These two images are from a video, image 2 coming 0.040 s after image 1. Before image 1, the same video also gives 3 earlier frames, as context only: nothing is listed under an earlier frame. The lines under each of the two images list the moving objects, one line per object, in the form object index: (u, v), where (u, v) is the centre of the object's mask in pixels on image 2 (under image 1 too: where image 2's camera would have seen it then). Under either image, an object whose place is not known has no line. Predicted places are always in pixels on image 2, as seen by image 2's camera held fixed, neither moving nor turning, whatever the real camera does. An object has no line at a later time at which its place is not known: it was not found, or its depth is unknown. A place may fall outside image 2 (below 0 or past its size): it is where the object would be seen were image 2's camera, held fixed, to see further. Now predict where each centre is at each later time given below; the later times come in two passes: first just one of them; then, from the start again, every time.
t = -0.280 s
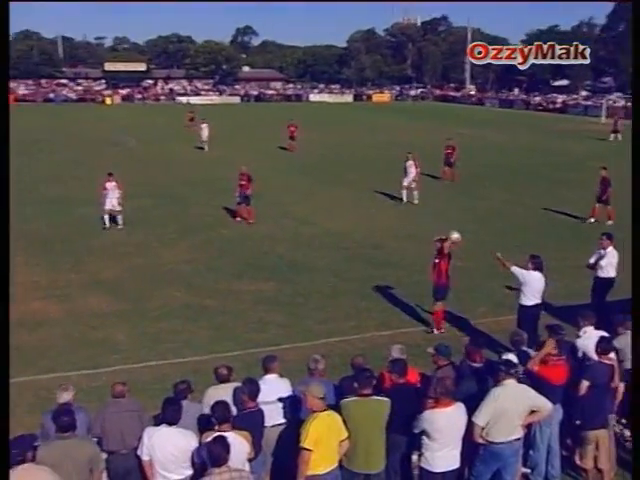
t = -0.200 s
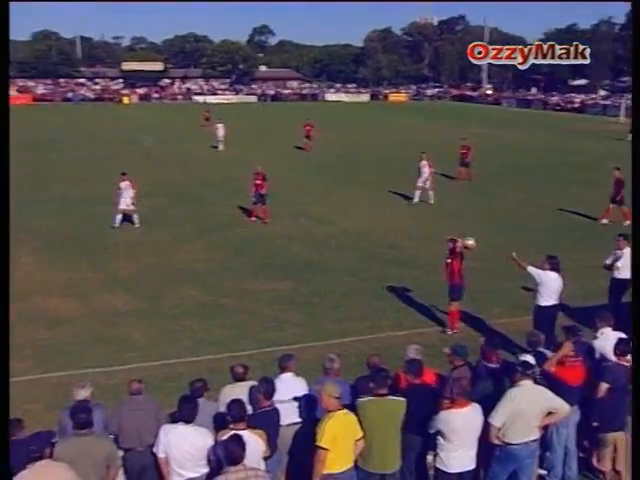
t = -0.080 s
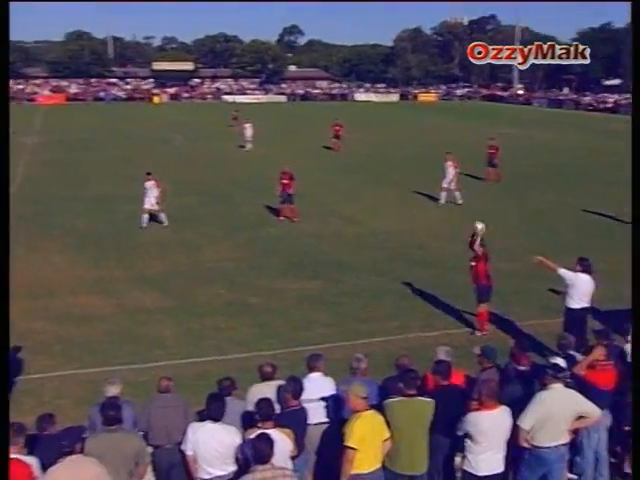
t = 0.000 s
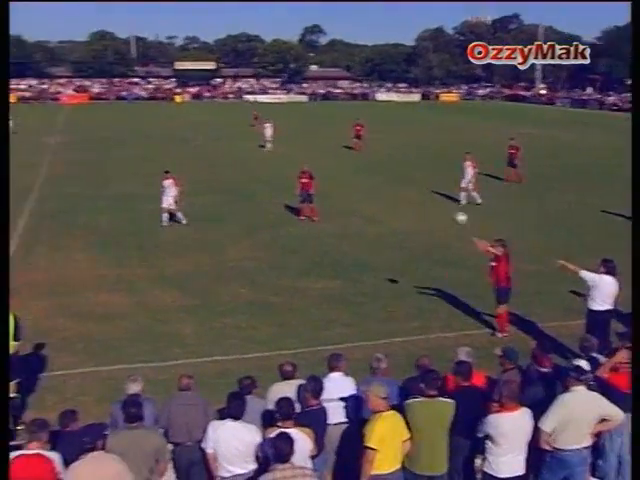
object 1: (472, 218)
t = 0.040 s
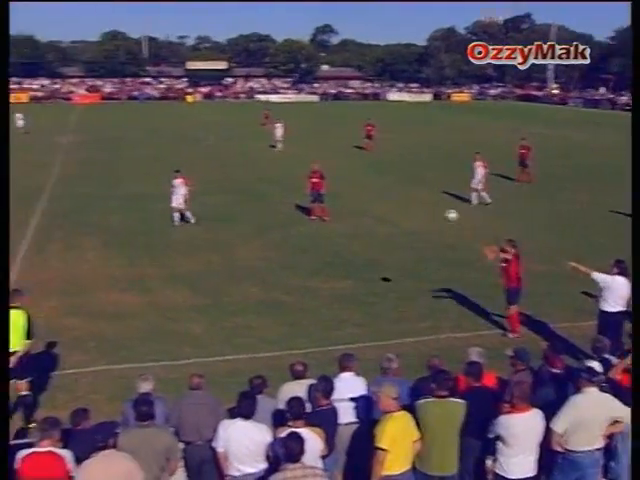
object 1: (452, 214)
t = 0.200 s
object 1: (370, 212)
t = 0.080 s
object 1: (432, 212)
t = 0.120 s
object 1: (411, 211)
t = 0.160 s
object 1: (390, 211)
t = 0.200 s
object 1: (370, 212)
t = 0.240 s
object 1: (349, 214)
